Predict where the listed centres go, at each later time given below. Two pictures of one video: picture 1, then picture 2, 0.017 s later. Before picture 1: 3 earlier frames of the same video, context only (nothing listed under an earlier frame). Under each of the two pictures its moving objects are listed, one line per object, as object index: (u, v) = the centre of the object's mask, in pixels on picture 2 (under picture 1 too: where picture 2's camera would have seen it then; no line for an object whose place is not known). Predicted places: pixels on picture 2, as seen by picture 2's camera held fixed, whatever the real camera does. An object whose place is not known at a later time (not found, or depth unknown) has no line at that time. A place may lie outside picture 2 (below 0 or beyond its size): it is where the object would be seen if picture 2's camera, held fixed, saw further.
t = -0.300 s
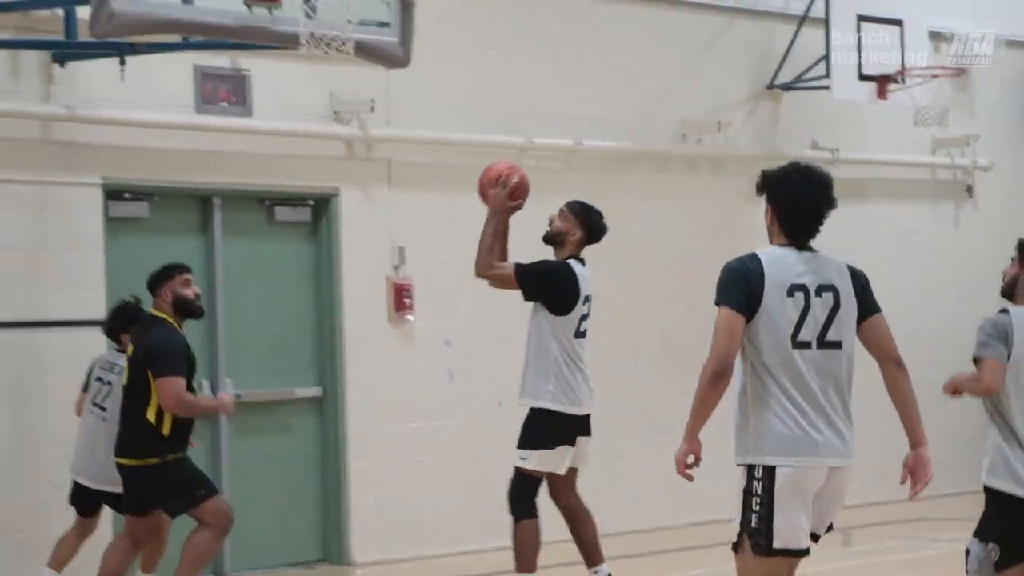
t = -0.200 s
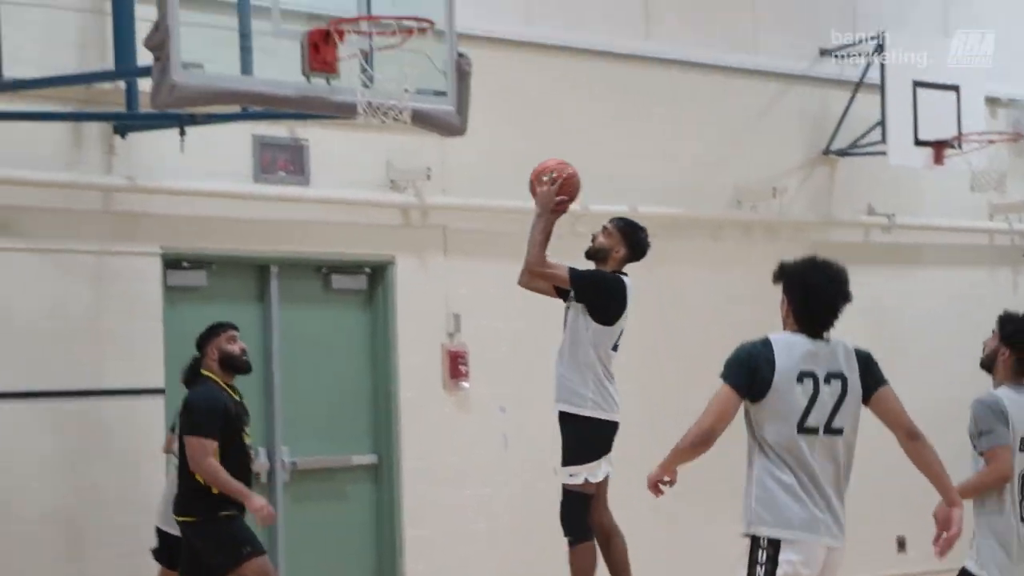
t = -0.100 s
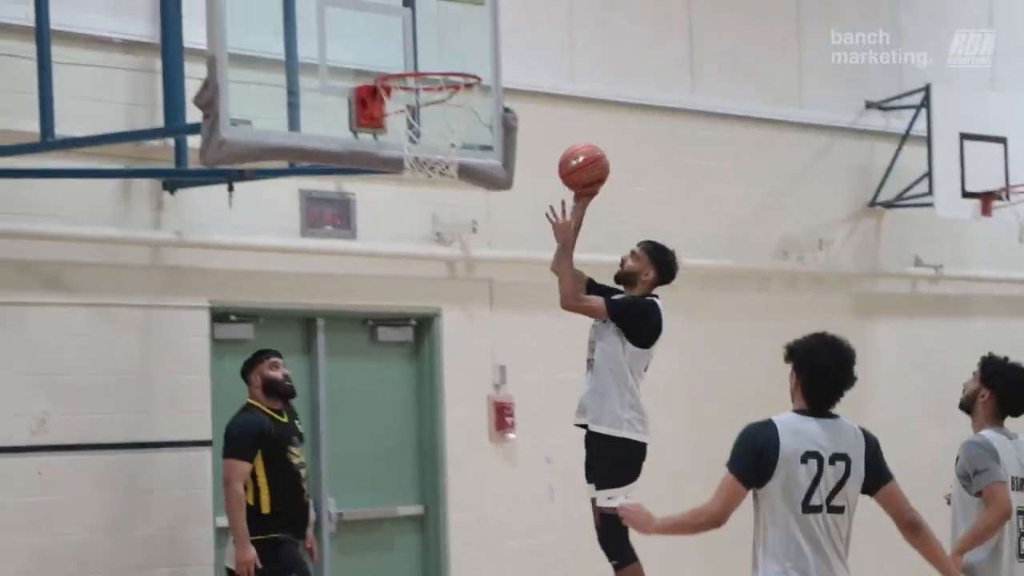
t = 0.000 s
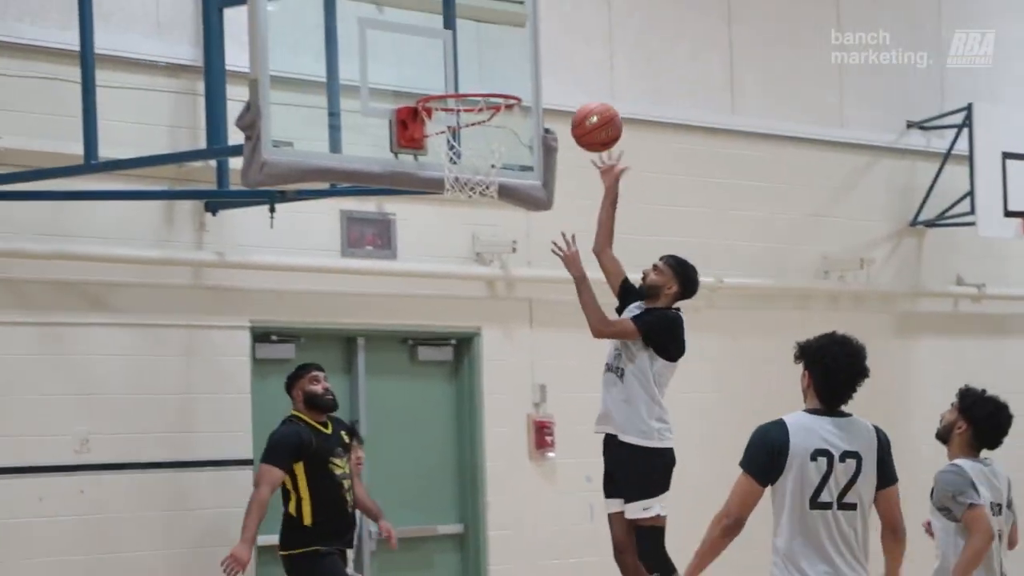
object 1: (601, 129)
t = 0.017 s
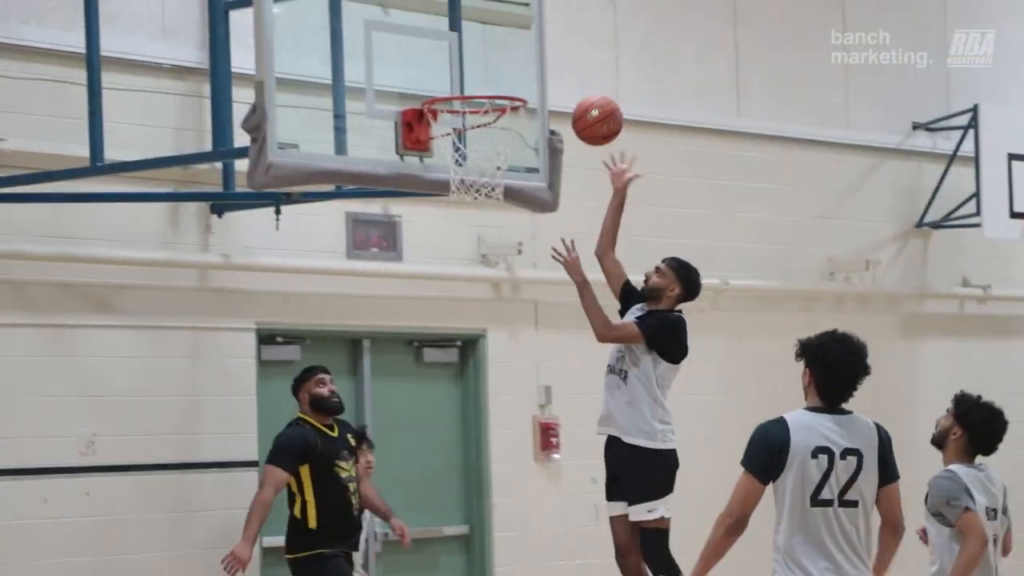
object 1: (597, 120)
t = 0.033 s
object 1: (593, 113)
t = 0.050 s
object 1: (588, 106)
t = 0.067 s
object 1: (583, 99)
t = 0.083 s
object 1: (579, 92)
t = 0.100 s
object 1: (575, 87)
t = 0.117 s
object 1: (570, 81)
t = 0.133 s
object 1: (566, 76)
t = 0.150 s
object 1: (562, 72)
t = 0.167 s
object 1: (558, 69)
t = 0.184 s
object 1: (553, 67)
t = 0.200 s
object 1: (549, 64)
